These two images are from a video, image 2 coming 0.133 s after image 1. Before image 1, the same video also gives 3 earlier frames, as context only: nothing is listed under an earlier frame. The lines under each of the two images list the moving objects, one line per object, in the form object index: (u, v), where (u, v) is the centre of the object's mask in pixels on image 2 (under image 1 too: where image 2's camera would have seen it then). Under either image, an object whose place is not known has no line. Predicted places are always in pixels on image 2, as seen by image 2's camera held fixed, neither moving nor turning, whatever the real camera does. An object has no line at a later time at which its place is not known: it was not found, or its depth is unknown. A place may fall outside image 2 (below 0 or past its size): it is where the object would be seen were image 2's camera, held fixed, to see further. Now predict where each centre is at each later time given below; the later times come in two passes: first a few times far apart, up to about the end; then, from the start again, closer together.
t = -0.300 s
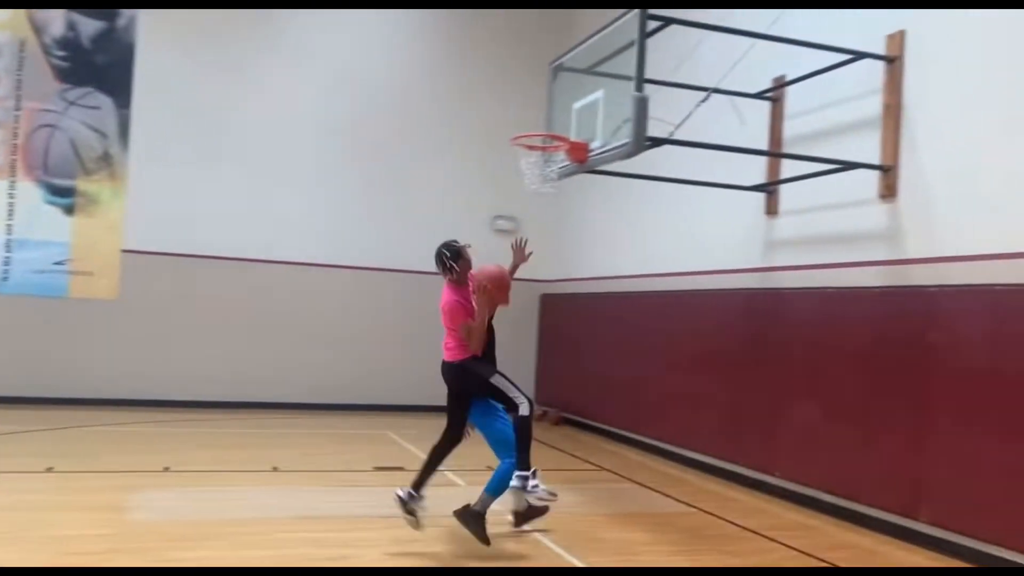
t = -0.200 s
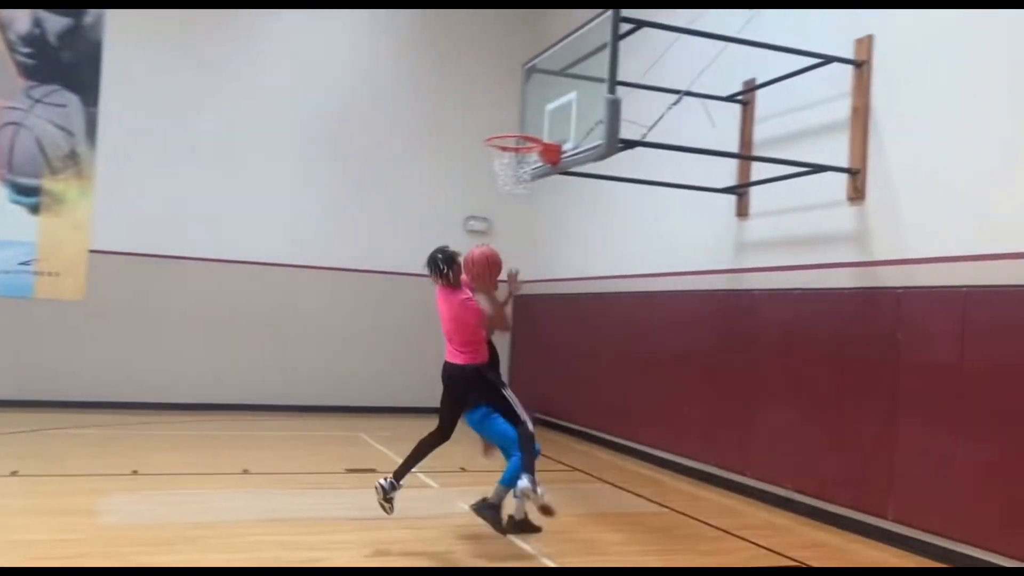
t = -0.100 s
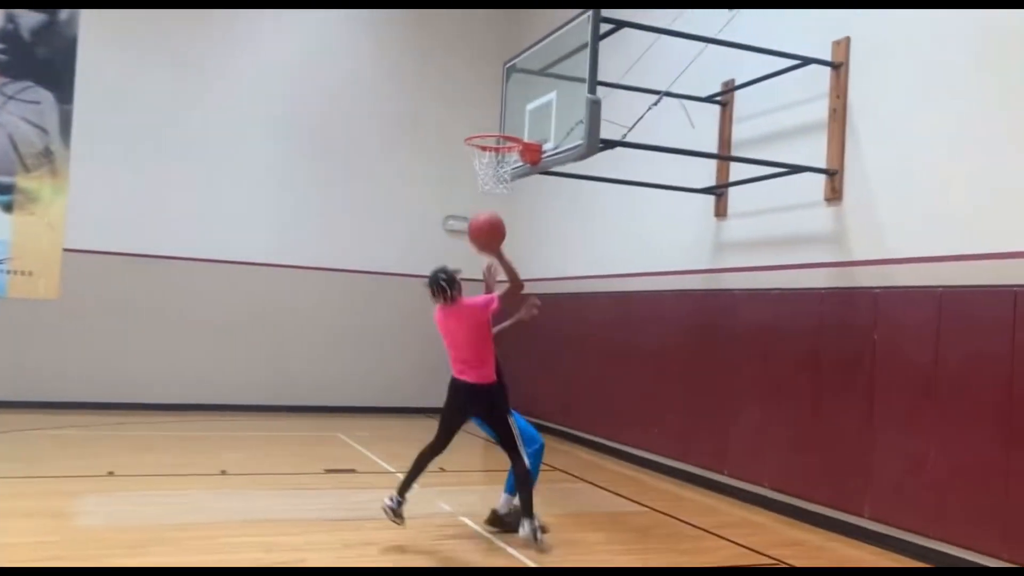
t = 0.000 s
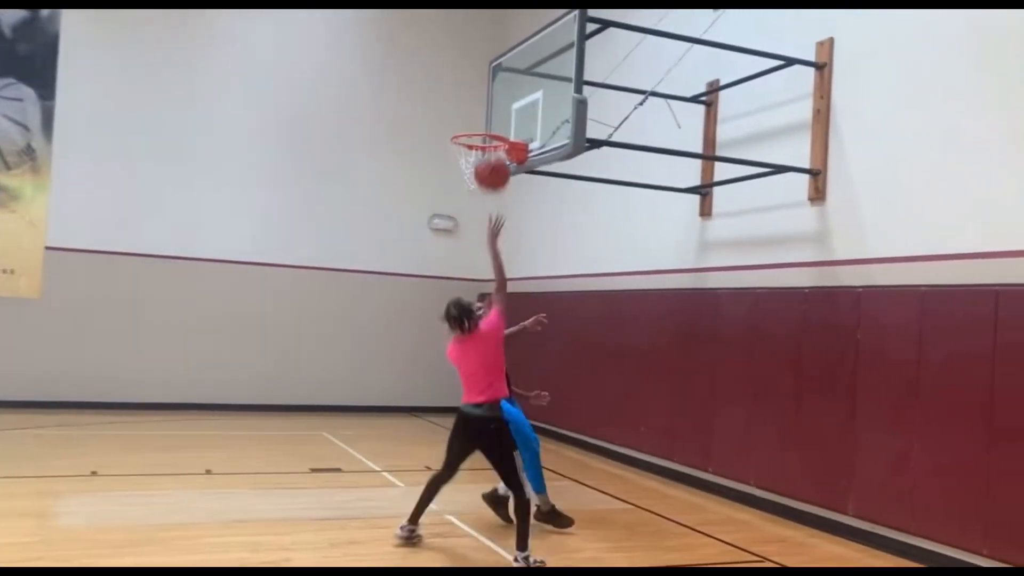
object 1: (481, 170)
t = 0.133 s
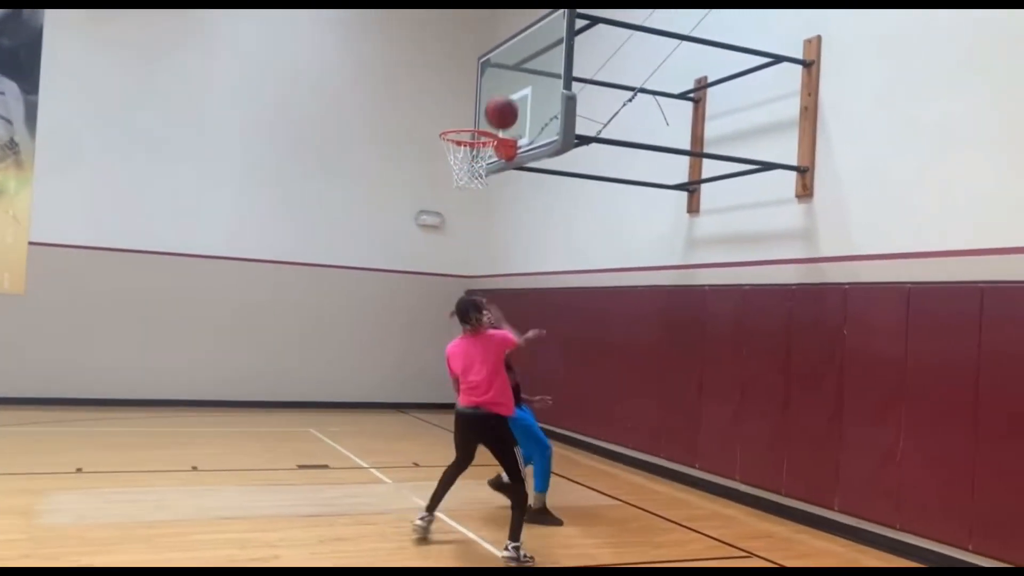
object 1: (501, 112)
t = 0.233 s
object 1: (513, 90)
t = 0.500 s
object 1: (486, 93)
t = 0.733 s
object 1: (450, 115)
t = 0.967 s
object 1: (449, 121)
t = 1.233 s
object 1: (463, 142)
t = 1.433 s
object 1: (474, 191)
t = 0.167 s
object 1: (506, 102)
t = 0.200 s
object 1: (510, 96)
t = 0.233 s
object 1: (513, 90)
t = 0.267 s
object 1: (517, 87)
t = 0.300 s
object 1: (520, 84)
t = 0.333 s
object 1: (523, 82)
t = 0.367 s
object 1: (522, 82)
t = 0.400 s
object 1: (513, 83)
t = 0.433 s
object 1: (504, 86)
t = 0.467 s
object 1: (495, 89)
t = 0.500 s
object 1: (486, 93)
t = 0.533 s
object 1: (476, 99)
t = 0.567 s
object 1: (467, 105)
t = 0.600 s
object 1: (458, 113)
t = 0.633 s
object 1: (452, 118)
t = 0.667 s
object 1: (451, 115)
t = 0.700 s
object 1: (450, 115)
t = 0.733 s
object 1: (450, 115)
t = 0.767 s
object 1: (449, 116)
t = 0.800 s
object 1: (448, 118)
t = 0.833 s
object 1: (447, 120)
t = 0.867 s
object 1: (447, 120)
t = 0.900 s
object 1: (448, 120)
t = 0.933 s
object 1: (448, 121)
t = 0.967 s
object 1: (449, 121)
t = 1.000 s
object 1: (450, 121)
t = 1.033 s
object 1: (451, 121)
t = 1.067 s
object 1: (453, 122)
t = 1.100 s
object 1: (455, 123)
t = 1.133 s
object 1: (457, 124)
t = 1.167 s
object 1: (459, 124)
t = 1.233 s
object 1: (463, 142)
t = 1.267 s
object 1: (466, 144)
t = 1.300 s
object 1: (465, 150)
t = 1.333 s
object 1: (467, 157)
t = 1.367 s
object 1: (469, 171)
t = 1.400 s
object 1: (471, 180)
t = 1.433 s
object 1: (474, 191)
